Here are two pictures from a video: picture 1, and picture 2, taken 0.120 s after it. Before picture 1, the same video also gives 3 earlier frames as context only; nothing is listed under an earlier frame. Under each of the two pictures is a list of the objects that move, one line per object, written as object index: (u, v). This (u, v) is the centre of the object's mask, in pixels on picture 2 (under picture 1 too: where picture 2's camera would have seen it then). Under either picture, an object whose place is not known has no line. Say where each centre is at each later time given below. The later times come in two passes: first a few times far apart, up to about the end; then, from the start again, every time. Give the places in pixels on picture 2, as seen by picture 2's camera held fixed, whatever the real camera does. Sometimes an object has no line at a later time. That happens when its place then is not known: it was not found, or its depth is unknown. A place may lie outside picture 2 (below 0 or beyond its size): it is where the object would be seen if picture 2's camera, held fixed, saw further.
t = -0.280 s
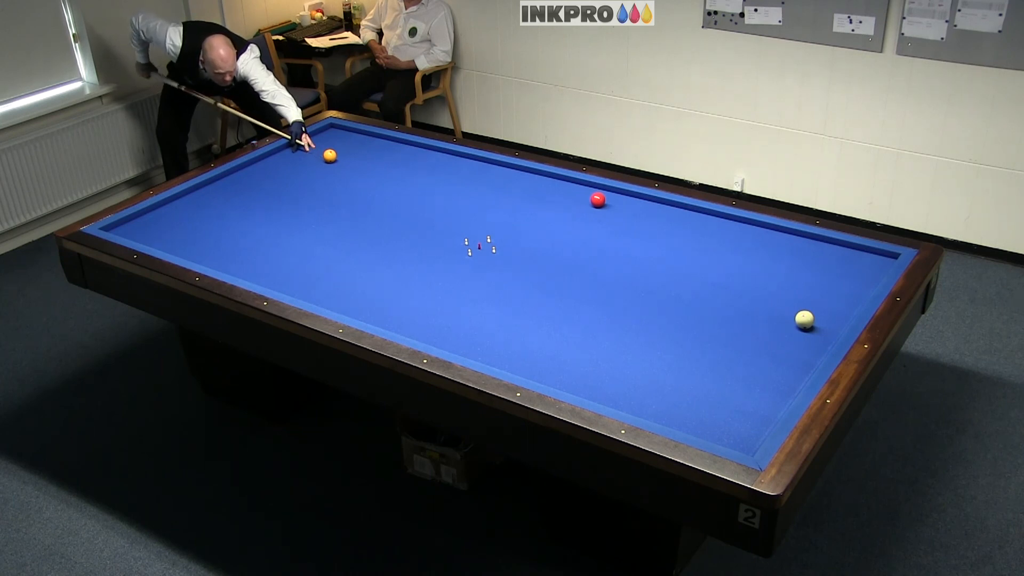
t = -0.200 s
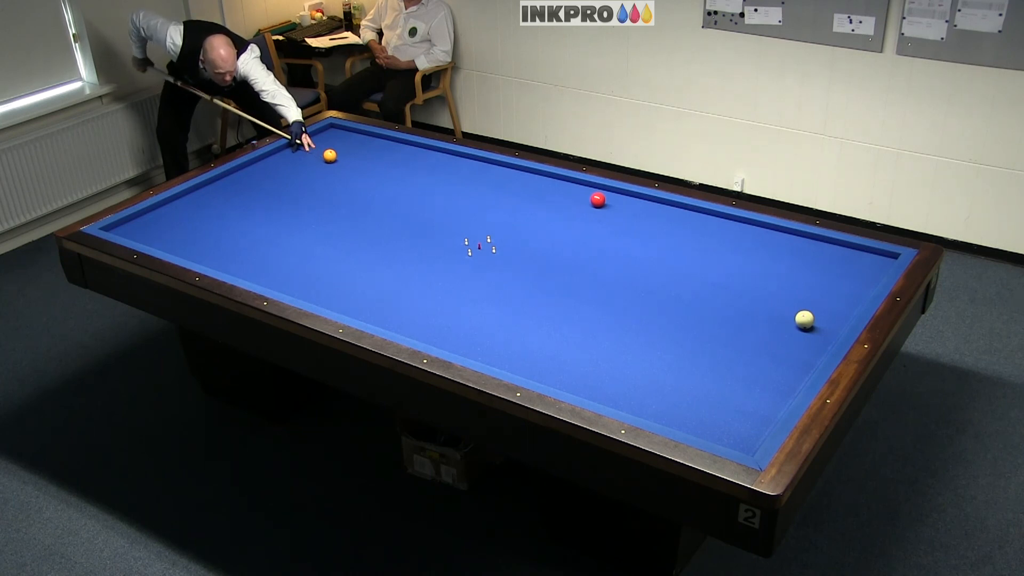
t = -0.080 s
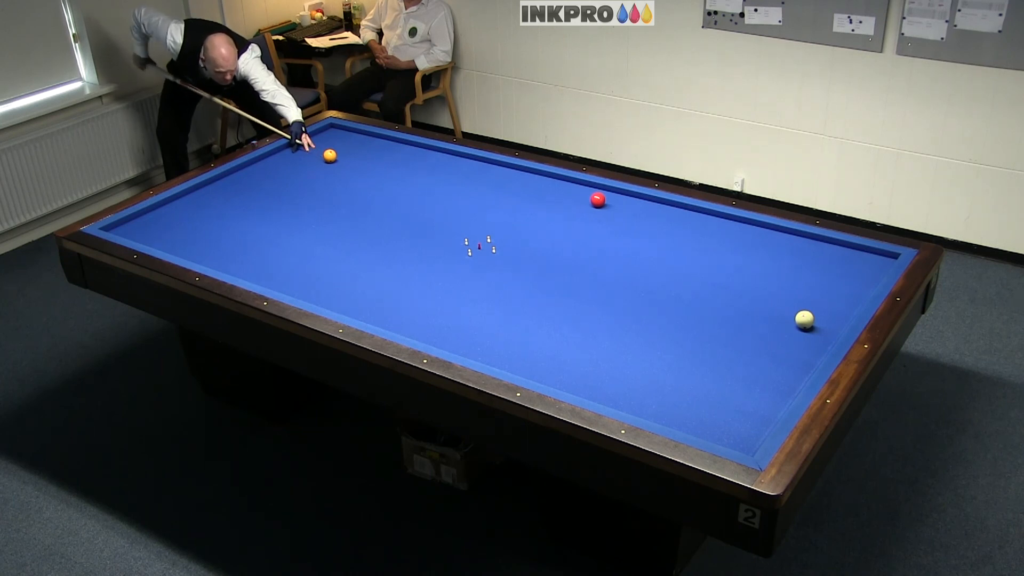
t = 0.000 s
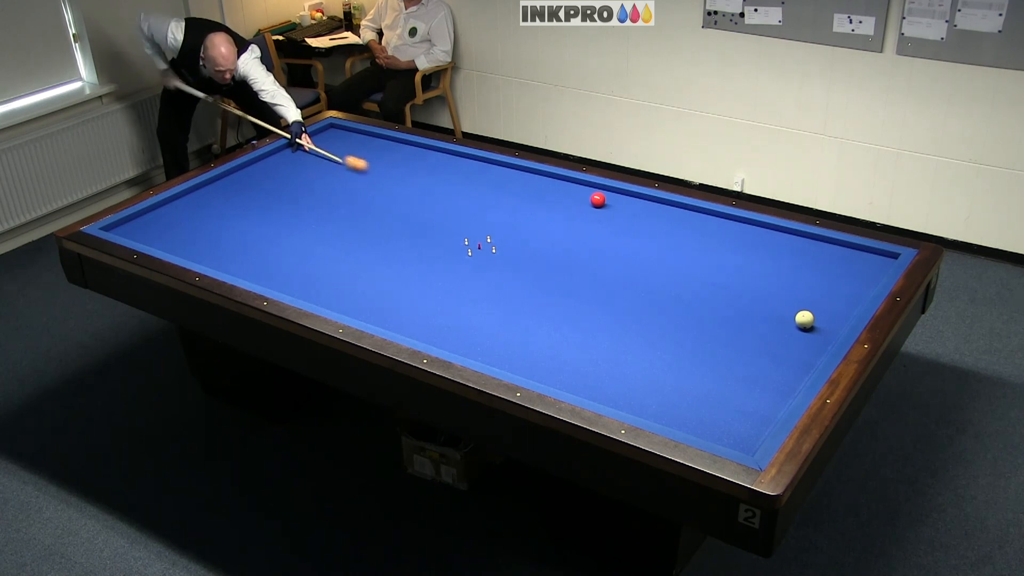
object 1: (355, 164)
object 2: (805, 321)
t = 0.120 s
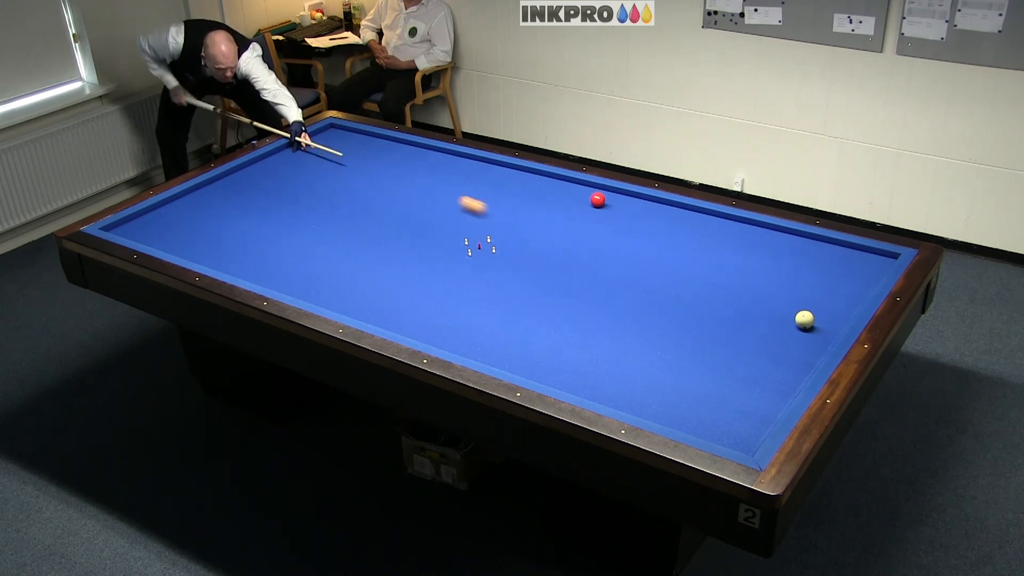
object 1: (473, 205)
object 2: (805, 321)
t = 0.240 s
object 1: (609, 254)
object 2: (805, 321)
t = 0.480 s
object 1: (786, 345)
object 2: (765, 302)
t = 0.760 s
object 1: (775, 402)
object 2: (561, 237)
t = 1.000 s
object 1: (726, 436)
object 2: (440, 199)
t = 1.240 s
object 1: (732, 419)
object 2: (339, 168)
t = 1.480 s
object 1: (743, 397)
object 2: (302, 155)
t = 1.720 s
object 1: (753, 377)
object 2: (368, 171)
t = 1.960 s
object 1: (761, 358)
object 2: (425, 185)
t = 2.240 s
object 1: (771, 338)
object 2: (496, 203)
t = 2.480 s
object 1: (778, 322)
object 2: (560, 219)
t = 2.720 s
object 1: (785, 307)
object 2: (629, 236)
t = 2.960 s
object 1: (791, 293)
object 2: (702, 254)
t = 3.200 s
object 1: (796, 281)
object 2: (778, 273)
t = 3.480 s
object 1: (861, 292)
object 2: (799, 268)
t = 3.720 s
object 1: (835, 281)
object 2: (817, 264)
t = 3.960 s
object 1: (811, 271)
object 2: (835, 260)
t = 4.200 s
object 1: (789, 262)
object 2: (852, 257)
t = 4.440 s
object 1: (768, 254)
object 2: (867, 254)
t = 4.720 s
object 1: (745, 244)
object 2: (877, 256)
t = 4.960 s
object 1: (726, 237)
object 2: (881, 260)
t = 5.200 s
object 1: (709, 230)
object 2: (884, 264)
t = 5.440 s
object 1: (692, 223)
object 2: (880, 266)
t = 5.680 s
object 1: (677, 216)
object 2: (877, 267)
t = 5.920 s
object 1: (662, 211)
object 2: (873, 268)
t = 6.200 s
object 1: (646, 204)
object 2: (870, 268)
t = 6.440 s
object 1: (633, 199)
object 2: (867, 269)
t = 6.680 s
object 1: (621, 194)
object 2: (865, 269)
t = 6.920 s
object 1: (609, 190)
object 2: (864, 269)
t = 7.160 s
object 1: (596, 188)
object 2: (863, 269)
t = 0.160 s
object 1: (516, 221)
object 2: (805, 321)
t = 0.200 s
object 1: (561, 237)
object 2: (805, 321)
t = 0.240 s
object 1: (609, 254)
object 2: (805, 321)
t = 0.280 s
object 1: (660, 272)
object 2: (805, 321)
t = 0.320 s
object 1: (714, 291)
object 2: (805, 321)
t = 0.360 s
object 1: (769, 310)
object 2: (804, 321)
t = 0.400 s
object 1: (786, 325)
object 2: (836, 324)
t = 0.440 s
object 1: (786, 335)
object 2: (802, 313)
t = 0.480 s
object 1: (786, 345)
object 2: (765, 302)
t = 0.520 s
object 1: (786, 354)
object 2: (730, 290)
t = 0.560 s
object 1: (786, 364)
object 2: (698, 280)
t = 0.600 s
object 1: (787, 372)
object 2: (667, 271)
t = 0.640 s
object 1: (788, 381)
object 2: (638, 261)
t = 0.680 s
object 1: (788, 390)
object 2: (611, 253)
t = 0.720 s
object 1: (784, 397)
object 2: (585, 244)
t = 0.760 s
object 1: (775, 402)
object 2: (561, 237)
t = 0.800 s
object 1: (767, 408)
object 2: (538, 230)
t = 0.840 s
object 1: (759, 413)
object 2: (517, 223)
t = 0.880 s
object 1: (751, 419)
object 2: (497, 217)
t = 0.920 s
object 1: (743, 425)
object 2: (477, 211)
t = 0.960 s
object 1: (735, 431)
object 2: (459, 205)
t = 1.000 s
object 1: (726, 436)
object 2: (440, 199)
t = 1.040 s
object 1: (720, 438)
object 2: (422, 193)
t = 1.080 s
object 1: (723, 435)
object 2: (405, 188)
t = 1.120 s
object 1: (726, 431)
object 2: (387, 182)
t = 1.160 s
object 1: (728, 426)
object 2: (371, 178)
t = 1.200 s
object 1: (730, 423)
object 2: (355, 173)
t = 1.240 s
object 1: (732, 419)
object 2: (339, 168)
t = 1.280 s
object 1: (734, 415)
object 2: (324, 163)
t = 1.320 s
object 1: (736, 411)
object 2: (309, 158)
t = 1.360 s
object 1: (738, 408)
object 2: (295, 154)
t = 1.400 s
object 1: (739, 404)
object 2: (281, 150)
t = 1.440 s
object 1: (741, 400)
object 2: (290, 152)
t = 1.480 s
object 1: (743, 397)
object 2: (302, 155)
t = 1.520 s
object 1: (745, 393)
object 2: (314, 158)
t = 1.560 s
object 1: (746, 390)
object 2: (326, 161)
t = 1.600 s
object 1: (748, 387)
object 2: (337, 164)
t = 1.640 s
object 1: (749, 383)
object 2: (348, 166)
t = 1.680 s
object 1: (751, 380)
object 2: (358, 169)
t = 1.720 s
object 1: (753, 377)
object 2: (368, 171)
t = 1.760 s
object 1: (754, 374)
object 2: (377, 174)
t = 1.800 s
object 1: (756, 370)
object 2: (387, 176)
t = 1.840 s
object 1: (757, 367)
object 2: (396, 178)
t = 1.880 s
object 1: (758, 364)
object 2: (406, 180)
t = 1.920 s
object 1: (760, 361)
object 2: (415, 183)
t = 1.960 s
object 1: (761, 358)
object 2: (425, 185)
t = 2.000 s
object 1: (763, 355)
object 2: (435, 188)
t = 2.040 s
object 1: (764, 352)
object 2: (445, 190)
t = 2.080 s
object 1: (766, 349)
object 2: (455, 193)
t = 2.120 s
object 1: (767, 346)
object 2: (465, 195)
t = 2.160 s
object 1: (768, 343)
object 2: (475, 198)
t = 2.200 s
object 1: (770, 341)
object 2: (485, 200)
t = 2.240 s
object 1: (771, 338)
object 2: (496, 203)
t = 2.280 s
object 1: (772, 335)
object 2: (506, 206)
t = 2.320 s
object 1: (773, 332)
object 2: (517, 208)
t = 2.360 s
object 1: (775, 329)
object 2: (528, 211)
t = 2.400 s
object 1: (776, 327)
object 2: (538, 213)
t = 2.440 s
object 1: (777, 325)
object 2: (549, 216)
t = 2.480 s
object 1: (778, 322)
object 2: (560, 219)
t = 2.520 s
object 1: (779, 319)
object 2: (572, 222)
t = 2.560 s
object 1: (780, 317)
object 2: (583, 224)
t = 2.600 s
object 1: (782, 314)
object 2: (594, 227)
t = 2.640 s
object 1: (783, 312)
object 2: (606, 230)
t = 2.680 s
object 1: (783, 309)
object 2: (617, 233)
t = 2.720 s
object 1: (785, 307)
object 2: (629, 236)
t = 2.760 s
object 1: (786, 305)
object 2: (641, 239)
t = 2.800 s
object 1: (787, 302)
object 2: (653, 242)
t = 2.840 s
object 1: (788, 300)
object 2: (665, 245)
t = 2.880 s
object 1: (789, 298)
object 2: (677, 248)
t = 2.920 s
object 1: (790, 296)
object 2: (689, 251)
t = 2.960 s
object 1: (791, 293)
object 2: (702, 254)
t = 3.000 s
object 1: (792, 291)
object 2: (714, 258)
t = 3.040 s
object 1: (793, 289)
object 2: (727, 261)
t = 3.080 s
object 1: (793, 287)
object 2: (740, 264)
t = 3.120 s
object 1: (794, 285)
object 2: (752, 267)
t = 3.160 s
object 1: (795, 283)
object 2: (765, 270)
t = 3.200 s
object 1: (796, 281)
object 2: (778, 273)
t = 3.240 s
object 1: (806, 282)
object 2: (783, 273)
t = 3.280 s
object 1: (818, 285)
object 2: (784, 272)
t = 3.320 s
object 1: (830, 287)
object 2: (786, 271)
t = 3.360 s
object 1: (842, 289)
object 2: (789, 270)
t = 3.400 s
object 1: (852, 291)
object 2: (793, 269)
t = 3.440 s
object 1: (861, 292)
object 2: (796, 269)
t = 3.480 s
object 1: (861, 292)
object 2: (799, 268)
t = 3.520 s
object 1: (856, 290)
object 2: (802, 268)
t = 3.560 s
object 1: (851, 288)
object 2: (805, 267)
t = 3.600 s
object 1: (847, 286)
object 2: (808, 266)
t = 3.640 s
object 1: (843, 284)
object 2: (811, 266)
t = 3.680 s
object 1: (839, 283)
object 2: (814, 265)
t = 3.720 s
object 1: (835, 281)
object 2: (817, 264)
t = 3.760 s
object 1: (831, 279)
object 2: (820, 263)
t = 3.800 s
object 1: (827, 278)
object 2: (823, 262)
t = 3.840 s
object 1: (823, 276)
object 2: (826, 261)
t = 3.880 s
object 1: (819, 274)
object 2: (829, 261)
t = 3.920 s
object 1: (815, 273)
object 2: (832, 261)
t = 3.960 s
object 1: (811, 271)
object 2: (835, 260)
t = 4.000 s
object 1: (807, 270)
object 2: (838, 260)
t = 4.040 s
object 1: (804, 268)
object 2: (841, 259)
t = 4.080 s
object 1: (800, 267)
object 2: (843, 259)
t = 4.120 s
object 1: (797, 265)
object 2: (846, 258)
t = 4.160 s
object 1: (793, 264)
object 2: (849, 258)
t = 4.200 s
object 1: (789, 262)
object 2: (852, 257)
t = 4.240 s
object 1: (785, 261)
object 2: (854, 257)
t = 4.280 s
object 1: (782, 259)
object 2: (857, 256)
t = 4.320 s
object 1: (778, 258)
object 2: (860, 255)
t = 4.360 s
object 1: (775, 256)
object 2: (862, 255)
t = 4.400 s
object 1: (771, 255)
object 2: (865, 254)
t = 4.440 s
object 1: (768, 254)
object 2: (867, 254)
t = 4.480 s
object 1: (765, 252)
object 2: (870, 253)
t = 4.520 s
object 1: (761, 251)
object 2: (872, 252)
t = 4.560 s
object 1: (758, 250)
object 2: (874, 253)
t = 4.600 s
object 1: (755, 248)
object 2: (874, 254)
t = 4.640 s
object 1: (752, 247)
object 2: (875, 255)
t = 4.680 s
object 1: (748, 246)
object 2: (876, 256)
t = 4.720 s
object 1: (745, 244)
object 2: (877, 256)
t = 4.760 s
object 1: (742, 243)
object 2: (878, 257)
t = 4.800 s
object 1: (739, 242)
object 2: (878, 258)
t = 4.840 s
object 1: (736, 240)
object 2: (879, 258)
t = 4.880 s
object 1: (733, 239)
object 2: (880, 259)
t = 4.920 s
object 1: (729, 238)
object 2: (880, 260)
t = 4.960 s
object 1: (726, 237)
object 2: (881, 260)
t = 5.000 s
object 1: (724, 236)
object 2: (882, 261)
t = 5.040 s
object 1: (721, 234)
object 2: (882, 262)
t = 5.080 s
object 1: (718, 233)
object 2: (883, 263)
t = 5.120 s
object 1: (715, 232)
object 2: (883, 263)
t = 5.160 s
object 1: (712, 231)
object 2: (884, 264)
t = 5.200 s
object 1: (709, 230)
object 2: (884, 264)
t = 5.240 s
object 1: (706, 229)
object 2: (883, 265)
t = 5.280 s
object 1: (703, 227)
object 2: (883, 265)
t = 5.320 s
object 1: (701, 226)
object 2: (882, 265)
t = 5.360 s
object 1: (698, 225)
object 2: (881, 265)
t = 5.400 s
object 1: (695, 224)
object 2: (881, 266)
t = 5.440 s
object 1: (692, 223)
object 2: (880, 266)
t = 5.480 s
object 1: (690, 222)
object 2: (879, 266)
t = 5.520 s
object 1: (687, 221)
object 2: (879, 266)
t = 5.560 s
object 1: (685, 220)
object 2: (879, 266)
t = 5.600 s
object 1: (682, 219)
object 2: (878, 267)
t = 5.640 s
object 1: (680, 218)
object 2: (878, 267)
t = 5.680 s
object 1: (677, 216)
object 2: (877, 267)
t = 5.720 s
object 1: (674, 215)
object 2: (877, 267)
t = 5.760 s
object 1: (672, 214)
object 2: (876, 267)
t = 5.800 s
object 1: (670, 213)
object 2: (875, 268)
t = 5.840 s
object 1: (667, 212)
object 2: (875, 268)
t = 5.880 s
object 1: (665, 212)
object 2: (874, 268)
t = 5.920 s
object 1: (662, 211)
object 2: (873, 268)
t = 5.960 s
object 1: (660, 210)
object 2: (873, 268)
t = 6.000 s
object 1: (657, 209)
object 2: (872, 268)
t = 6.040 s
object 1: (655, 208)
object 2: (872, 268)
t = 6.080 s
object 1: (653, 207)
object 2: (871, 269)
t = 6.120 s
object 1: (650, 206)
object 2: (871, 268)
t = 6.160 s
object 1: (648, 205)
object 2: (870, 269)
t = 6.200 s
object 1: (646, 204)
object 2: (870, 268)
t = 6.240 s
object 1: (644, 203)
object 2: (869, 269)
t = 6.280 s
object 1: (642, 202)
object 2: (869, 269)
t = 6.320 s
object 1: (640, 202)
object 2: (868, 269)
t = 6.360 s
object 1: (638, 201)
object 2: (868, 269)
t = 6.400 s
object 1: (635, 200)
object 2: (868, 269)
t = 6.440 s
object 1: (633, 199)
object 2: (867, 269)
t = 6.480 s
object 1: (631, 198)
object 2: (867, 269)
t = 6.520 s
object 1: (629, 197)
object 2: (867, 269)
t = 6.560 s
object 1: (627, 196)
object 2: (866, 269)
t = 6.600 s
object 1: (625, 196)
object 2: (866, 269)
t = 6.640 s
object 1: (623, 195)
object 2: (866, 269)
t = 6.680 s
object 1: (621, 194)
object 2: (865, 269)
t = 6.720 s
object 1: (619, 193)
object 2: (865, 269)
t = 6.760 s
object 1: (617, 193)
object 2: (865, 269)
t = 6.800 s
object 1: (615, 192)
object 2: (864, 269)
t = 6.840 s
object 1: (613, 191)
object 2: (864, 269)
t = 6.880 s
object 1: (611, 191)
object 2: (864, 269)
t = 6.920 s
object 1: (609, 190)
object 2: (864, 269)
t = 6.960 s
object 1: (607, 190)
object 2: (864, 269)
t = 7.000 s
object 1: (605, 190)
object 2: (864, 269)
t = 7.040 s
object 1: (603, 189)
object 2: (864, 269)
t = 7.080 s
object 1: (601, 188)
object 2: (863, 269)
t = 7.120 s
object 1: (599, 188)
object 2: (863, 269)
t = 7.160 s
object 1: (596, 188)
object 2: (863, 269)
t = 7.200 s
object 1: (594, 188)
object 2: (863, 269)
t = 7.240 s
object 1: (592, 188)
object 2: (863, 269)
